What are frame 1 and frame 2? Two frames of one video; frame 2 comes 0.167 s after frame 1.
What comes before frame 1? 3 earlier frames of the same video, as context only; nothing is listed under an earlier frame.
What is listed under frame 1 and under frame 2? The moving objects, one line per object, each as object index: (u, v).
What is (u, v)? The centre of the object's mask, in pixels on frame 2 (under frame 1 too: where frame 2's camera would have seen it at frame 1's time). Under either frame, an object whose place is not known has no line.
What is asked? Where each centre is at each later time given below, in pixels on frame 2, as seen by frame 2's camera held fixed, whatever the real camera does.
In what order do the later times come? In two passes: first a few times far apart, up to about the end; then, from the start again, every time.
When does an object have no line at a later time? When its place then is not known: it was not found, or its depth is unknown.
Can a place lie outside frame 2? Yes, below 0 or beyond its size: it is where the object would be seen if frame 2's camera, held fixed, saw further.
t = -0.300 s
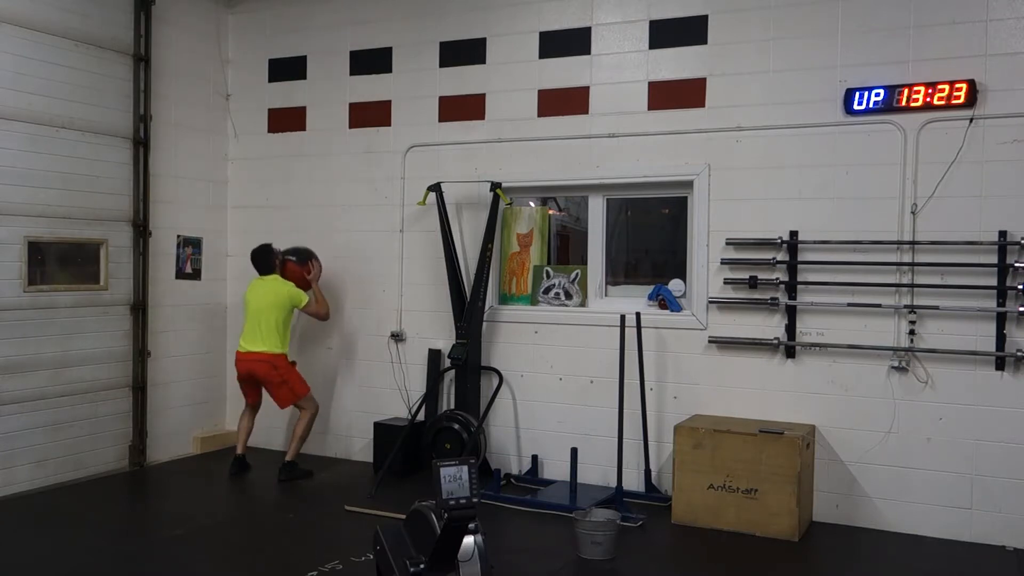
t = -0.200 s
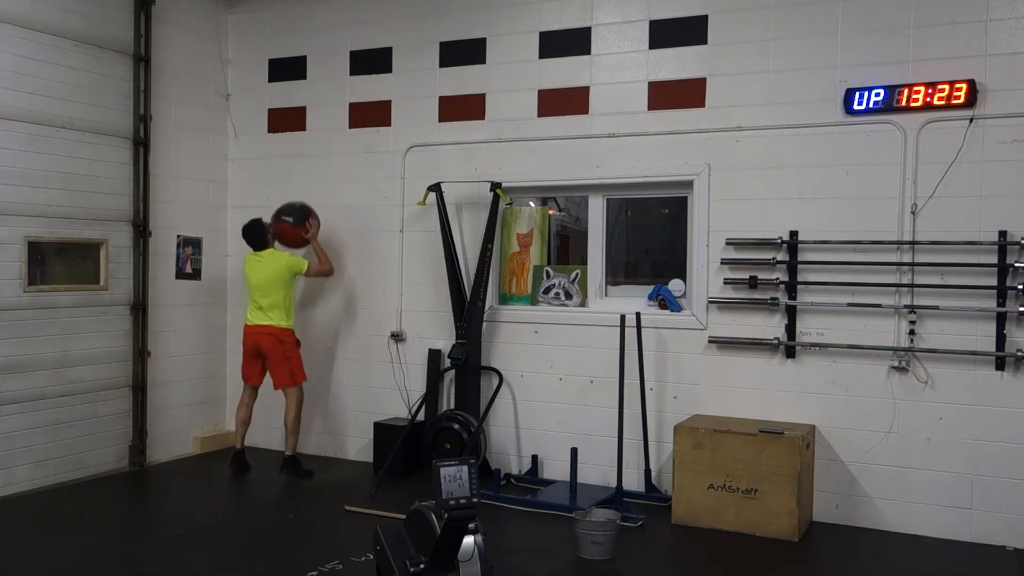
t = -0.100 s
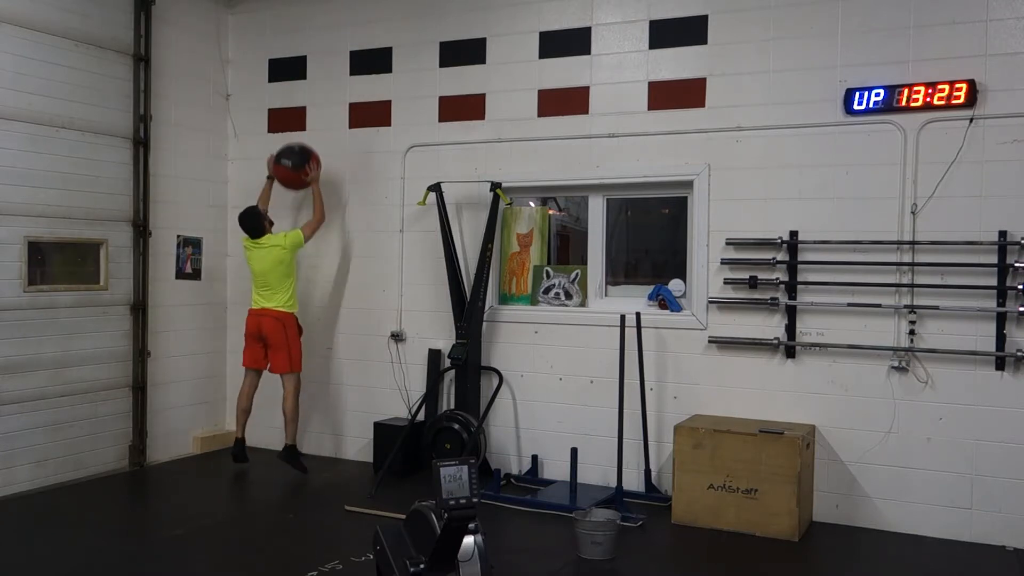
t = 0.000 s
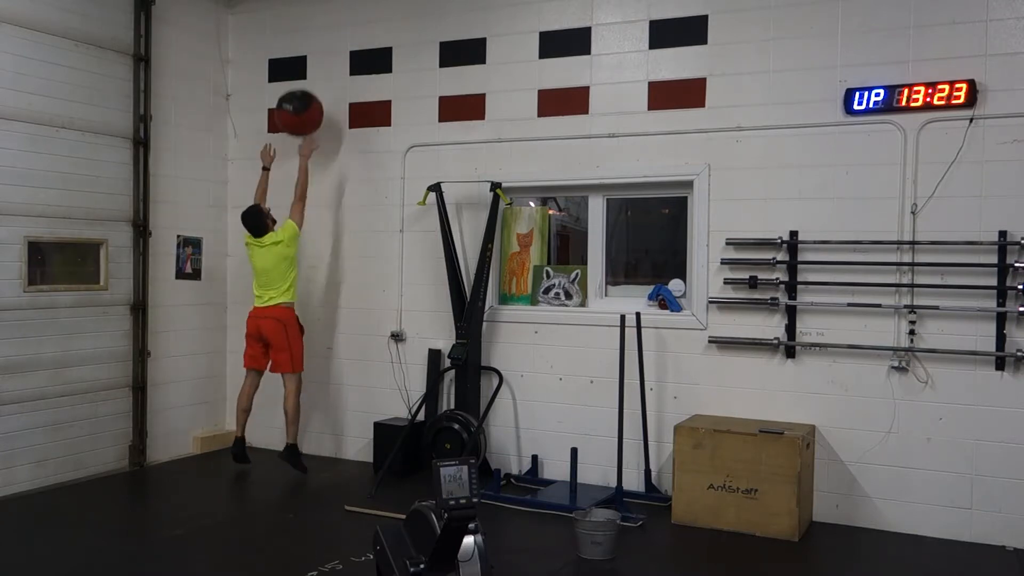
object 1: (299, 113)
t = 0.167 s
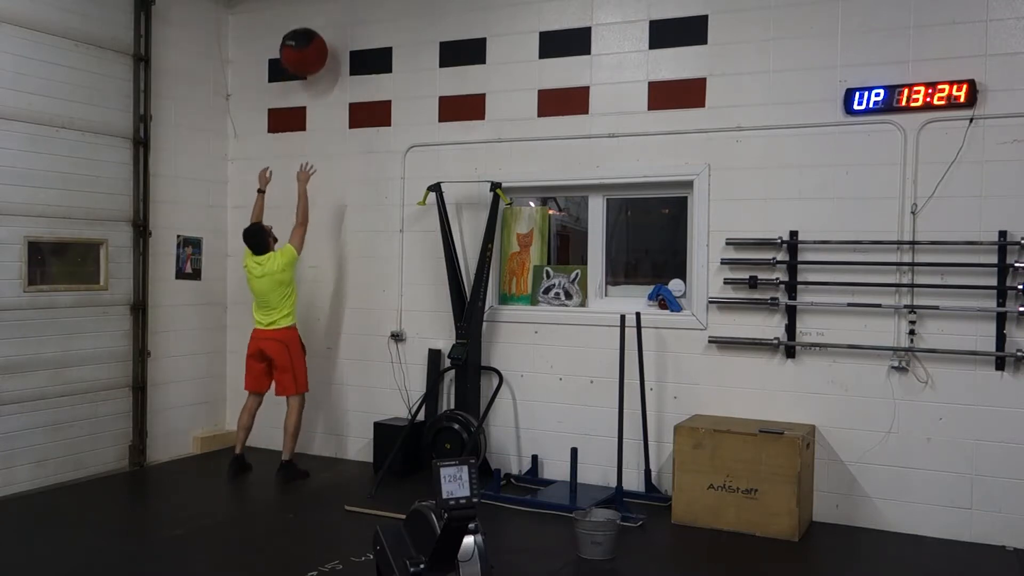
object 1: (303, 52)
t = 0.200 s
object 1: (304, 44)
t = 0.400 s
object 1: (310, 28)
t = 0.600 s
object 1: (305, 59)
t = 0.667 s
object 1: (303, 80)
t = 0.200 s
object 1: (304, 44)
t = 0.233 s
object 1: (305, 37)
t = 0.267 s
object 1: (306, 32)
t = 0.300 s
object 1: (307, 28)
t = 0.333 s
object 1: (308, 26)
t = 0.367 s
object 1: (309, 26)
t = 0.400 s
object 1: (310, 28)
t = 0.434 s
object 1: (310, 31)
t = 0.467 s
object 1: (310, 34)
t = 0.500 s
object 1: (309, 38)
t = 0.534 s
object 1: (308, 44)
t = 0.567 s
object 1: (306, 51)
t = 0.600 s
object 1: (305, 59)
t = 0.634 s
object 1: (304, 69)
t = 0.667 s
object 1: (303, 80)
